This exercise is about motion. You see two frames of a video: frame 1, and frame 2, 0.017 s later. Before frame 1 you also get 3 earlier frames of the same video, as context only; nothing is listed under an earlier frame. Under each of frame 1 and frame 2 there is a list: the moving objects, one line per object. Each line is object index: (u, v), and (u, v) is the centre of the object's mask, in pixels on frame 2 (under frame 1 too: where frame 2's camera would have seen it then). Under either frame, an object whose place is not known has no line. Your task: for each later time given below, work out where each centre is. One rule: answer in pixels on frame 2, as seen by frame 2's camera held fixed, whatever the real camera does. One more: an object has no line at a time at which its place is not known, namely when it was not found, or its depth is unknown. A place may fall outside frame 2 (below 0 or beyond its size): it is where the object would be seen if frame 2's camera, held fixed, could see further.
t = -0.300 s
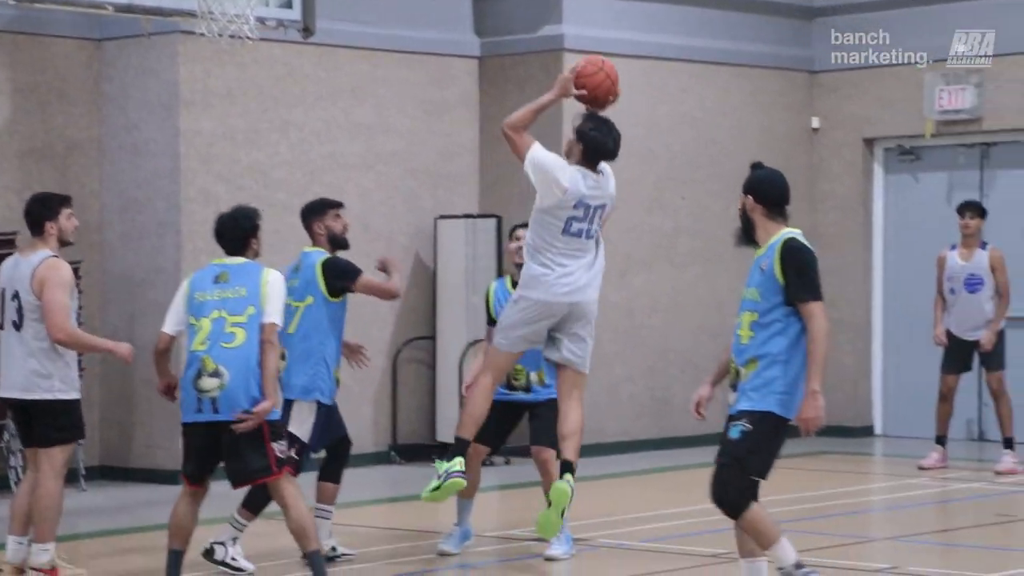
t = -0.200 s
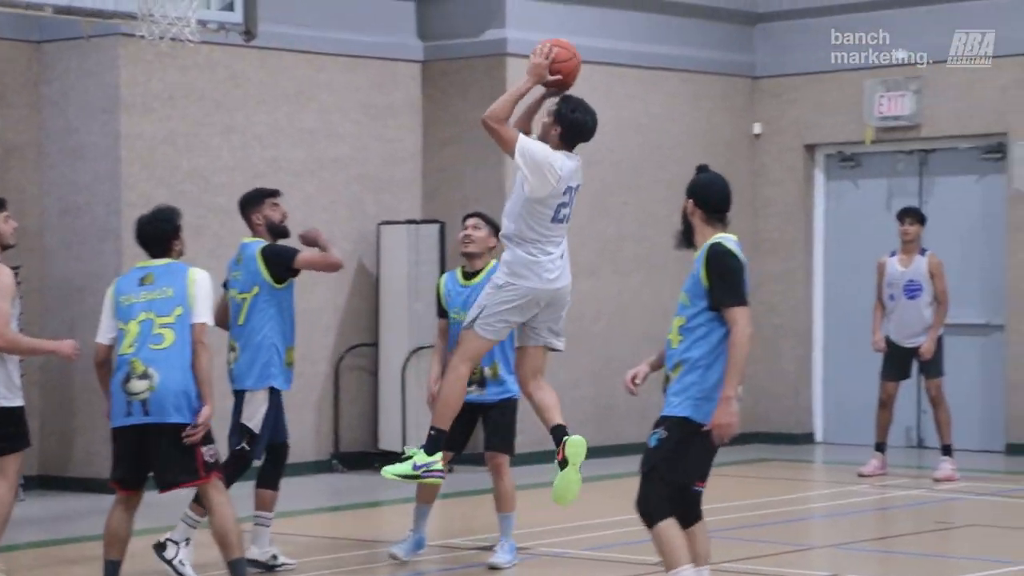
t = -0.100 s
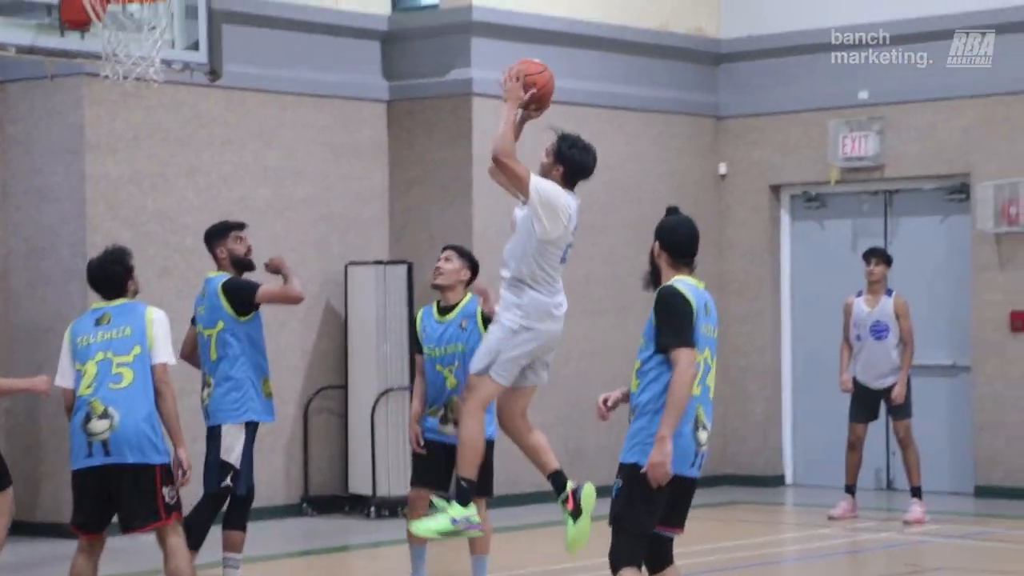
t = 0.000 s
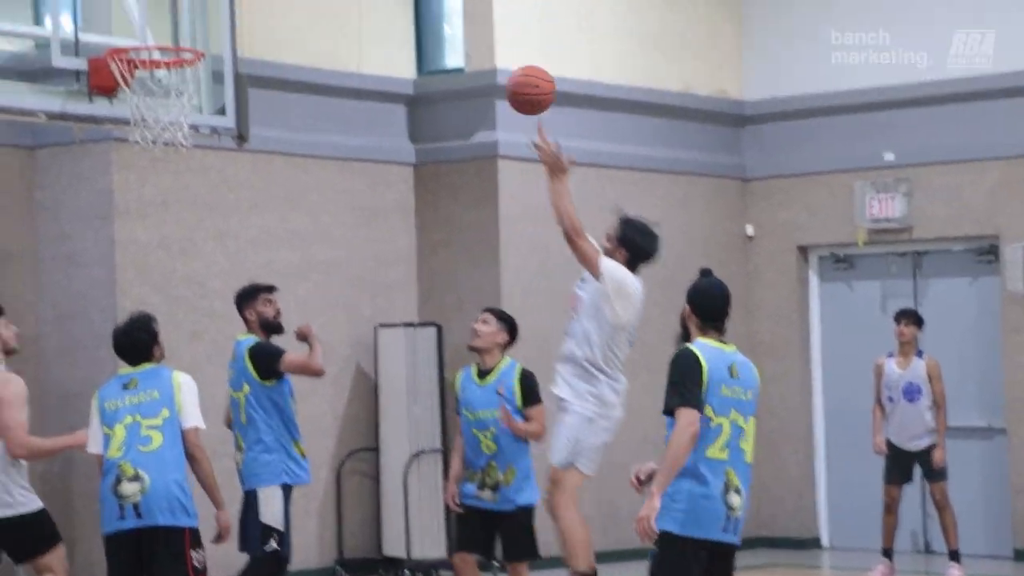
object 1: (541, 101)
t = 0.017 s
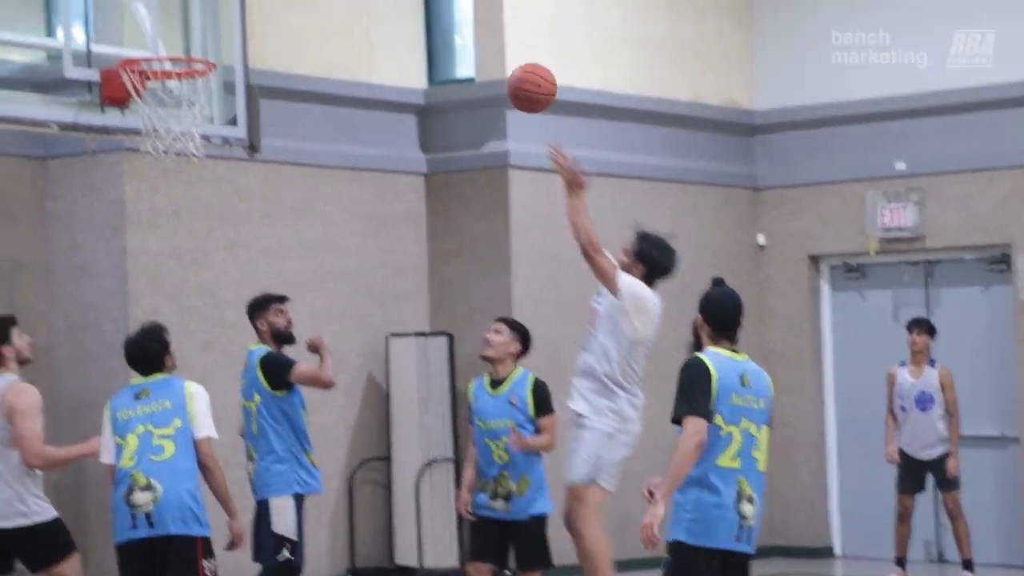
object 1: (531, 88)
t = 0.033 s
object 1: (522, 76)
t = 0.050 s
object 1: (512, 65)
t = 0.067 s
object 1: (503, 54)
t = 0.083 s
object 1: (494, 45)
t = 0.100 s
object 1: (484, 35)
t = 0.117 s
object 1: (475, 27)
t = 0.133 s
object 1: (466, 19)
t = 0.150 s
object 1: (457, 12)
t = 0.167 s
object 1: (448, 4)
